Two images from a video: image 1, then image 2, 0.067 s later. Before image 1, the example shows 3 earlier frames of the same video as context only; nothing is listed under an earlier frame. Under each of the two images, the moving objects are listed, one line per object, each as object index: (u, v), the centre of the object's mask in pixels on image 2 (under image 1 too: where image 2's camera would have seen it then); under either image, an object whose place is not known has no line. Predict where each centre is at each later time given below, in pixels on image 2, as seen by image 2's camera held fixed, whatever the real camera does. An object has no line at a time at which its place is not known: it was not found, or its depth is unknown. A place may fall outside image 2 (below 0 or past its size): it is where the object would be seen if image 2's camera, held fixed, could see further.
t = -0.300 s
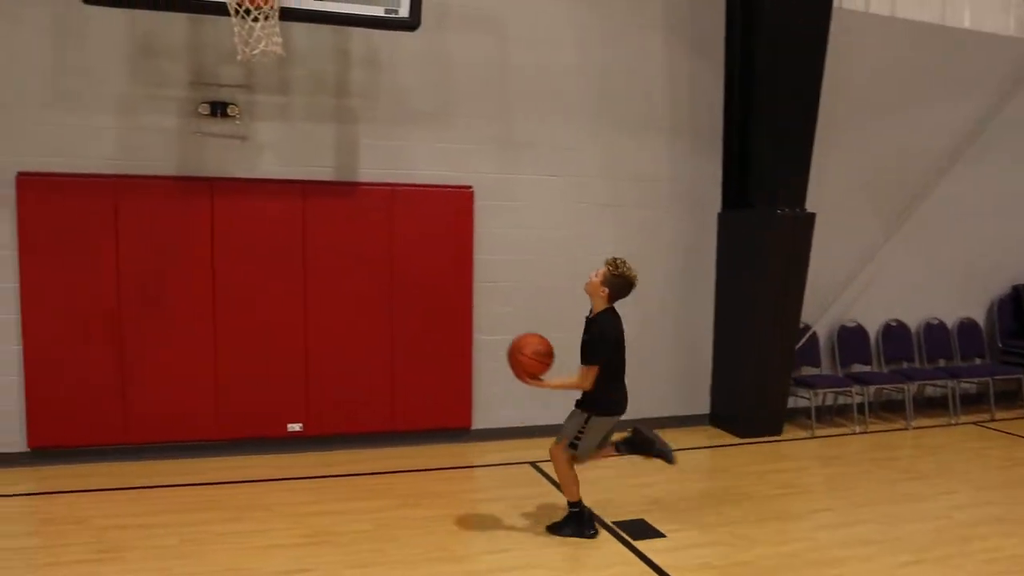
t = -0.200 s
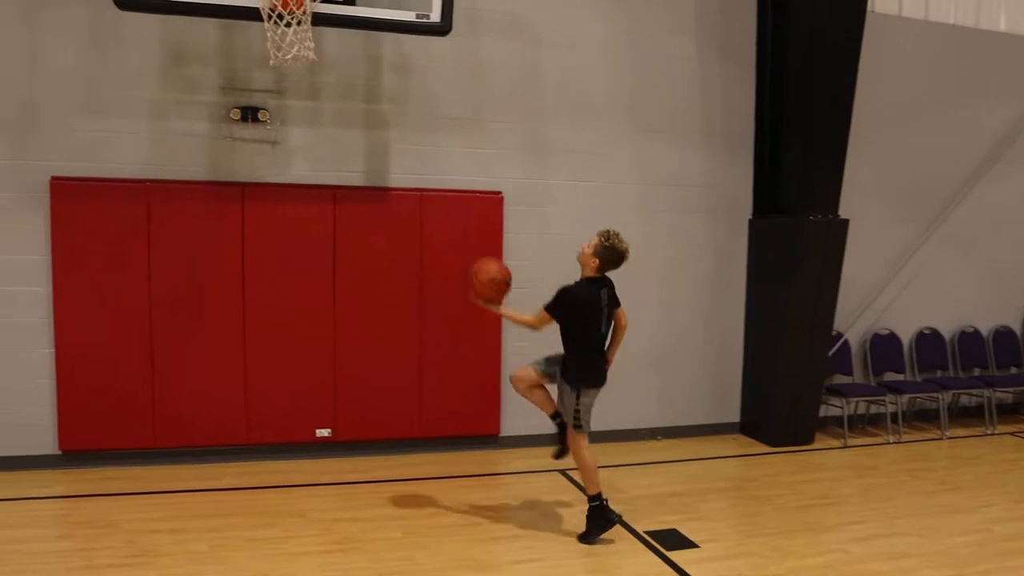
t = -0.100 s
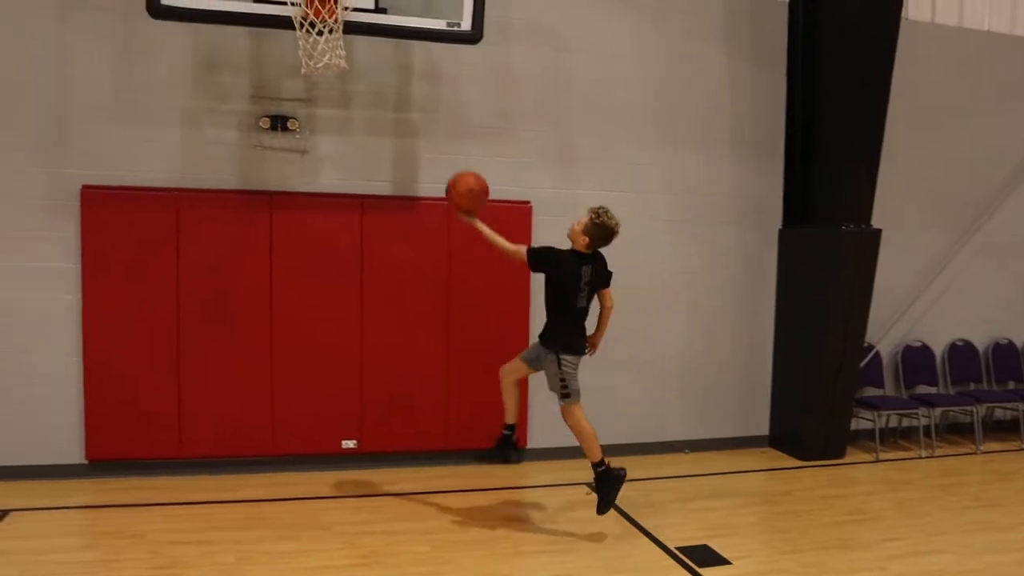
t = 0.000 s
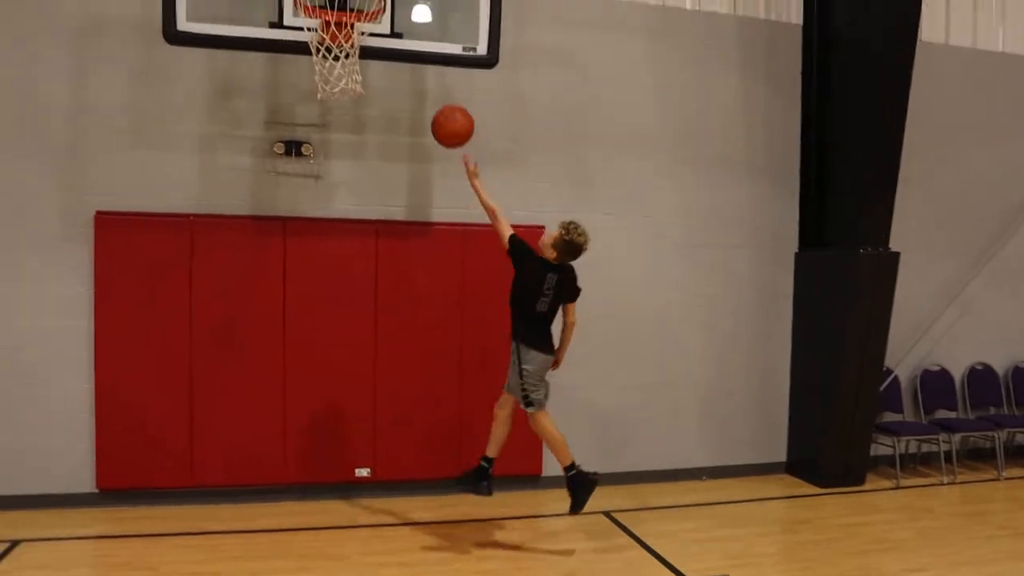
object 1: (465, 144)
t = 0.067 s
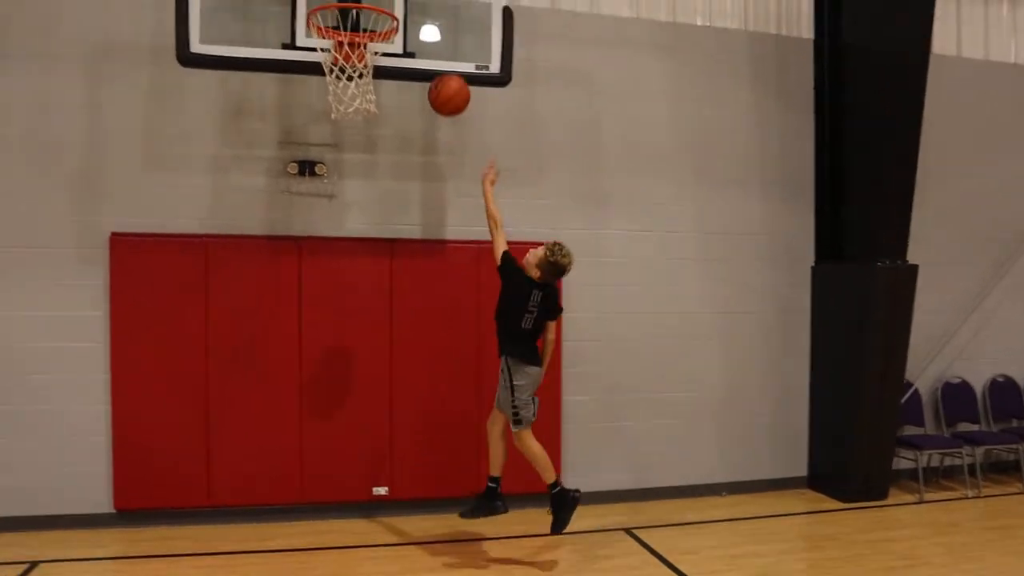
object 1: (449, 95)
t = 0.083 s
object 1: (444, 84)
